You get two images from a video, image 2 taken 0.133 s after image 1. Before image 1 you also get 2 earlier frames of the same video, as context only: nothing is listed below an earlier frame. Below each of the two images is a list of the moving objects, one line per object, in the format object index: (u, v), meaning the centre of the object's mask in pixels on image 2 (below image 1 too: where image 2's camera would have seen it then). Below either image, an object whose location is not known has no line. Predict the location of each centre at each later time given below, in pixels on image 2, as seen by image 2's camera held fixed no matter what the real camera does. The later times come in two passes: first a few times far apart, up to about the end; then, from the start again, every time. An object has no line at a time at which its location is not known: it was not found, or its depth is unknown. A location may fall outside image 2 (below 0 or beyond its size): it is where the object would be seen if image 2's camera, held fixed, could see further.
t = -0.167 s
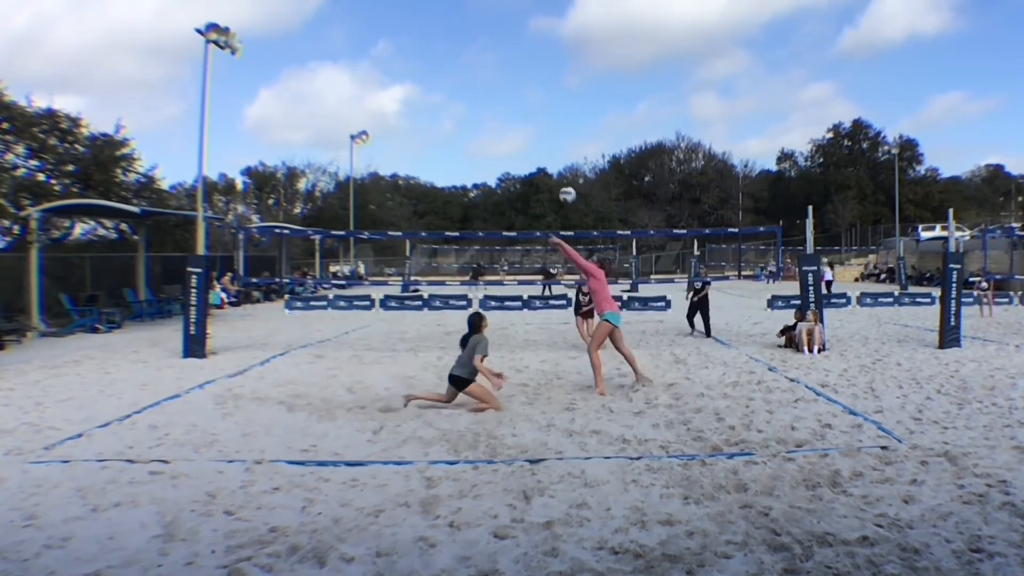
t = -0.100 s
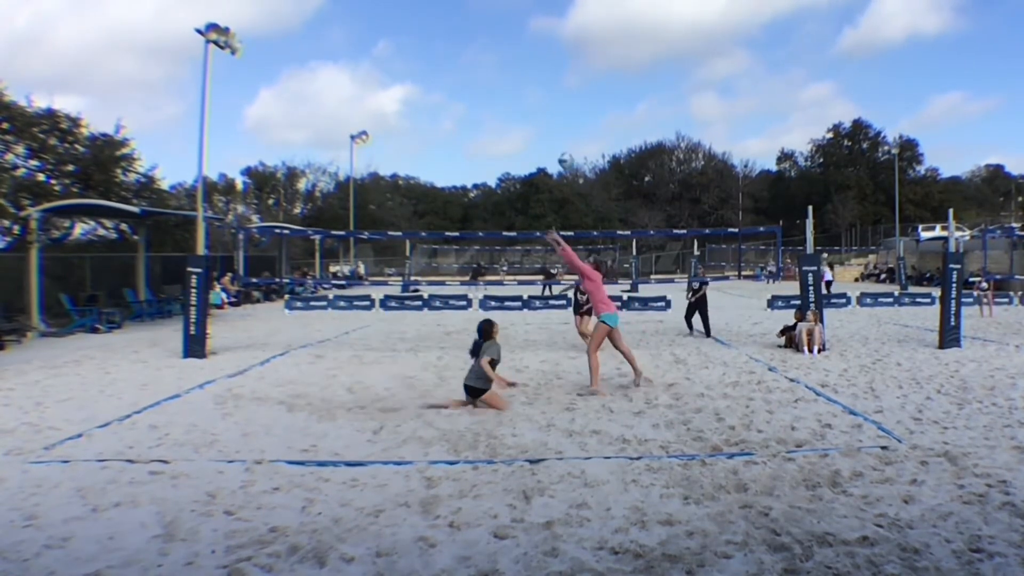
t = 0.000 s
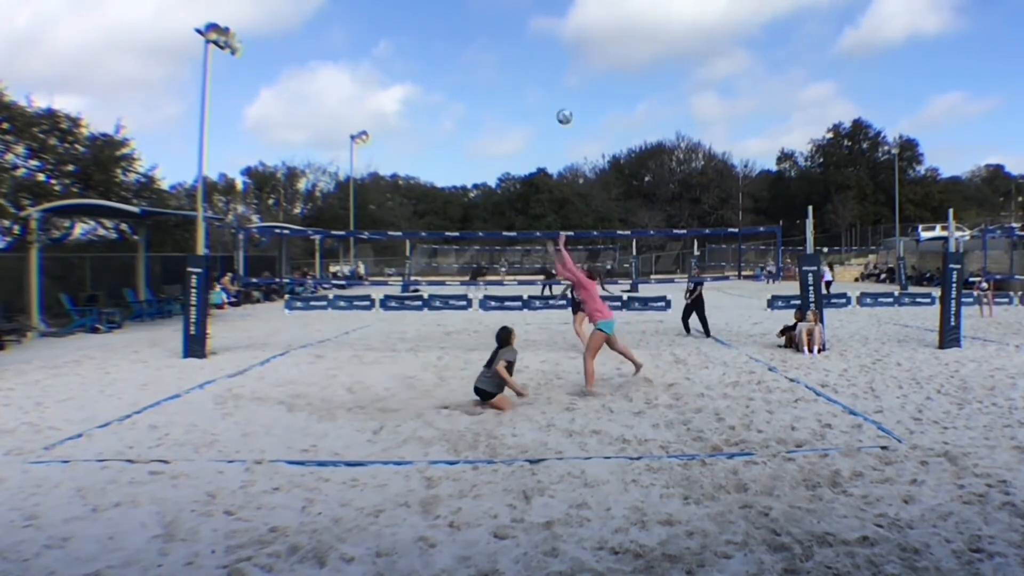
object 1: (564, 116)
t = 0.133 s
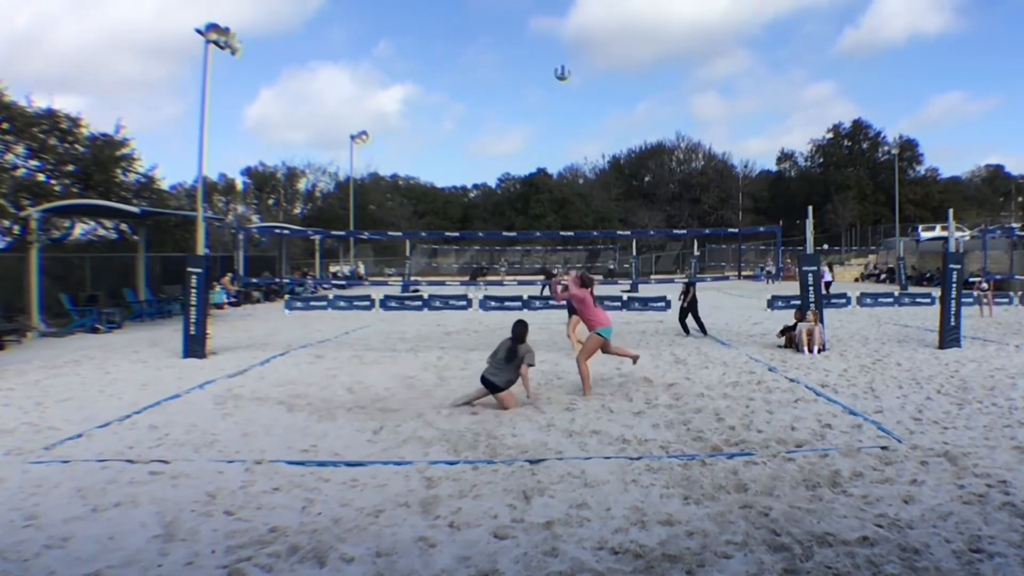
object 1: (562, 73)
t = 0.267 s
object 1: (559, 44)
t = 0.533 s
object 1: (553, 24)
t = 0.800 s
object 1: (548, 48)
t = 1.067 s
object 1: (544, 113)
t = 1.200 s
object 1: (544, 160)
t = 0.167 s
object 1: (561, 64)
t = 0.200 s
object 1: (560, 56)
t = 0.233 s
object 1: (560, 50)
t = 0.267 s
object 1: (559, 44)
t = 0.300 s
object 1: (558, 39)
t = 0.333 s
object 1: (557, 34)
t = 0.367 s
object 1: (556, 31)
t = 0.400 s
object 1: (556, 28)
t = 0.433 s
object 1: (555, 26)
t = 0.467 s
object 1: (554, 24)
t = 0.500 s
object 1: (554, 24)
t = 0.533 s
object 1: (553, 24)
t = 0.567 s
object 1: (553, 24)
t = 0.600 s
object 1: (552, 26)
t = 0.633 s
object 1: (551, 28)
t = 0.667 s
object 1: (550, 30)
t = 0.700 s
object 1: (550, 33)
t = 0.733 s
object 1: (549, 38)
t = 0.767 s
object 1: (548, 42)
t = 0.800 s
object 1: (548, 48)
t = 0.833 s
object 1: (548, 53)
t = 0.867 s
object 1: (547, 59)
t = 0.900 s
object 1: (547, 67)
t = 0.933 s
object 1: (546, 76)
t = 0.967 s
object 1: (546, 84)
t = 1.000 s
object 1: (545, 93)
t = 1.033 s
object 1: (545, 102)
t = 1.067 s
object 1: (544, 113)
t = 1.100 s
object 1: (545, 123)
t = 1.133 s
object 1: (545, 135)
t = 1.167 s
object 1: (545, 147)
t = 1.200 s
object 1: (544, 160)
